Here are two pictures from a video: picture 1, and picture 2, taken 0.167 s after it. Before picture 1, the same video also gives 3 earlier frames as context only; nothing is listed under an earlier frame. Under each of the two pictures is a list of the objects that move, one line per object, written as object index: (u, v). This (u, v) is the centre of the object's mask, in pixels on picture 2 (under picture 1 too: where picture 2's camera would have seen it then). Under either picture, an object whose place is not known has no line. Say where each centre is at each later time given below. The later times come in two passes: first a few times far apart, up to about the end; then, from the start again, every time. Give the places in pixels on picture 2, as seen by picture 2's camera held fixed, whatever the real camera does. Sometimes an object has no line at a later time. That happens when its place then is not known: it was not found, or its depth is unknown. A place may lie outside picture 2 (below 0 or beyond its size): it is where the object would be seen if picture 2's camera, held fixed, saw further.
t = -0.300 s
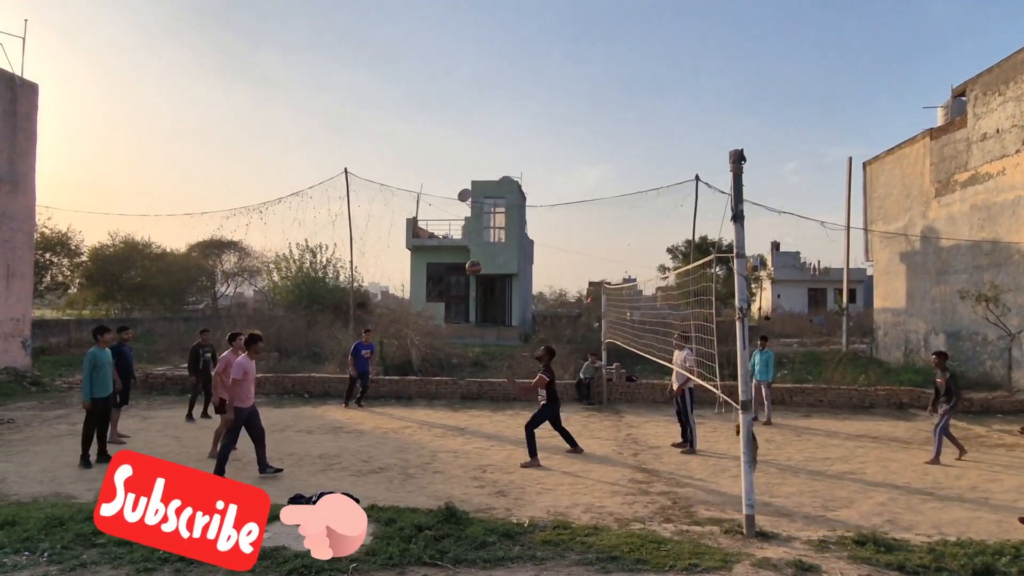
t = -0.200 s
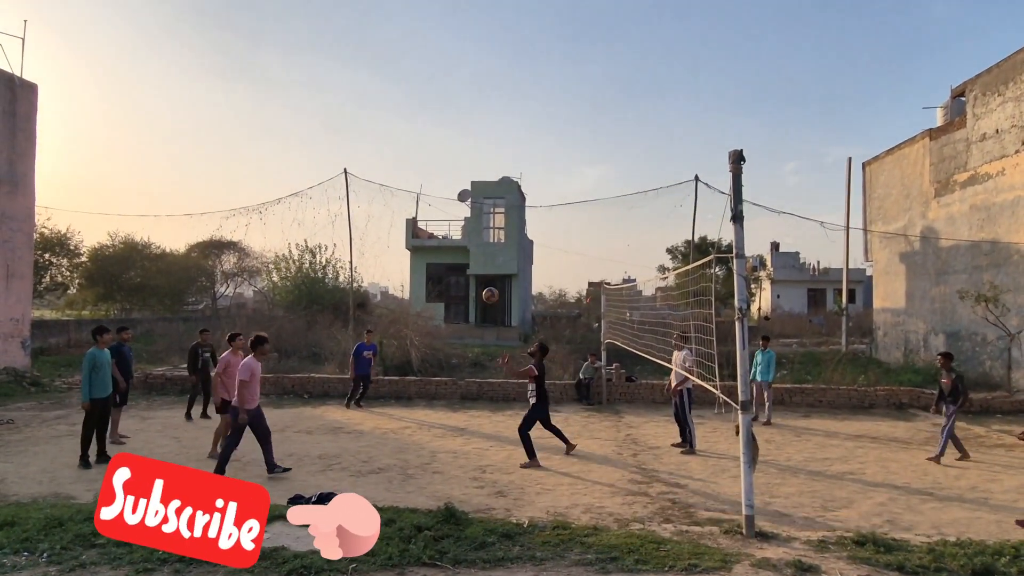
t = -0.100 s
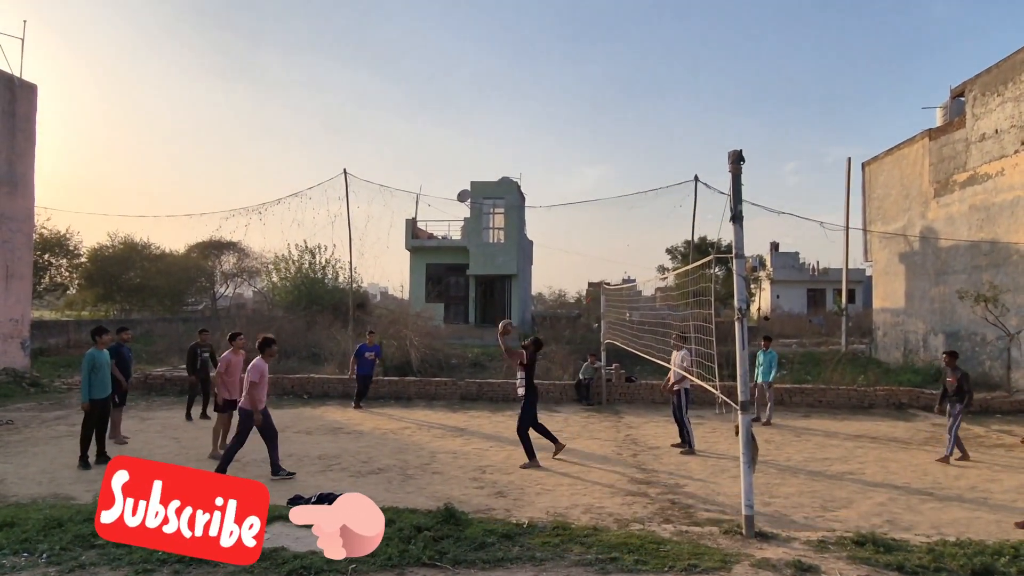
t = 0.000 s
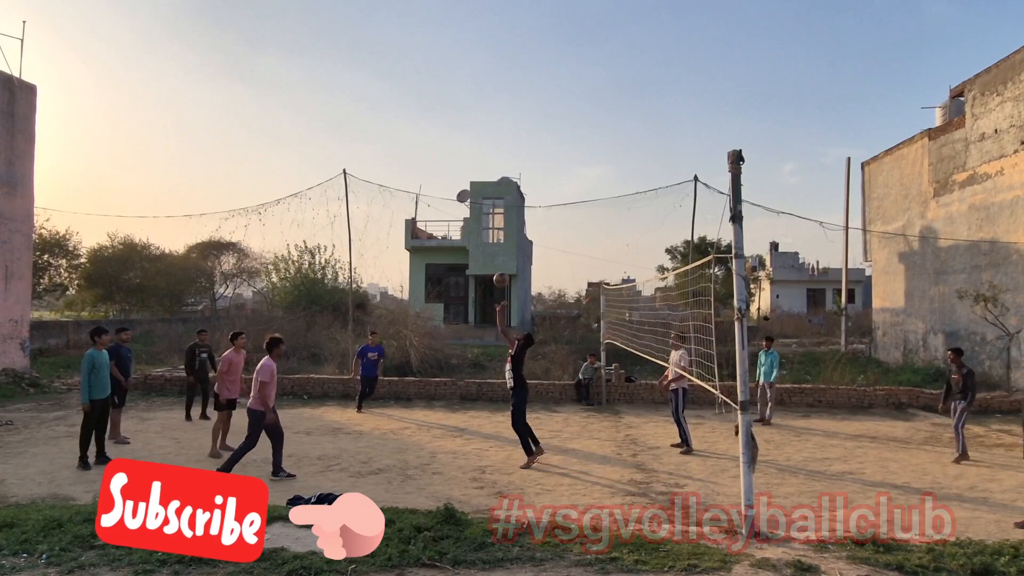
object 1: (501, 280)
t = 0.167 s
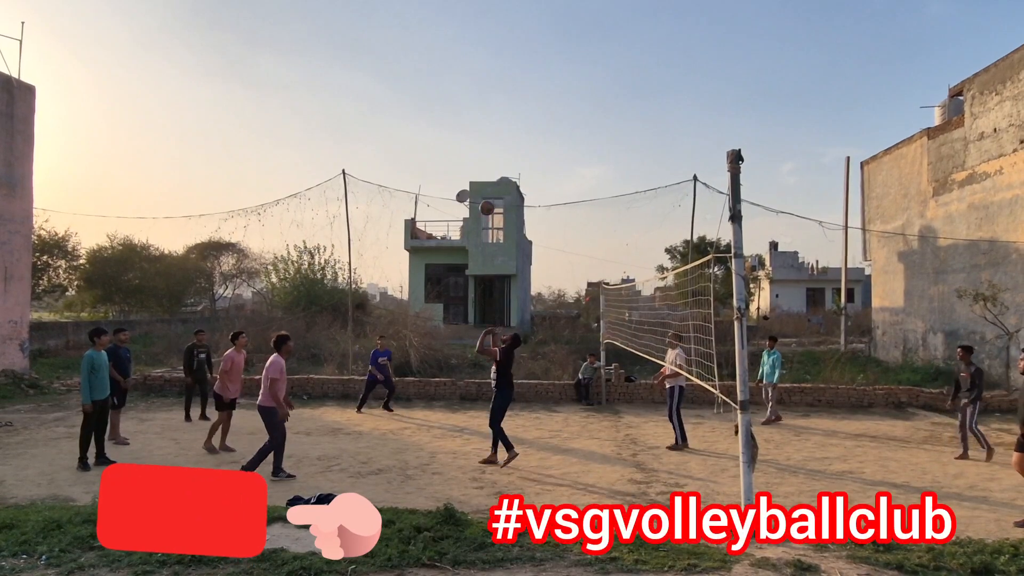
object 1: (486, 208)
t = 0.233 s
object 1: (481, 185)
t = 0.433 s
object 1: (464, 138)
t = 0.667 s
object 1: (443, 120)
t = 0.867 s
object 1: (428, 133)
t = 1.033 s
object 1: (413, 168)
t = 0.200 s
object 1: (484, 196)
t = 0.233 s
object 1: (481, 185)
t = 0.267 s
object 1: (478, 175)
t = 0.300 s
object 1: (475, 166)
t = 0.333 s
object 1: (472, 158)
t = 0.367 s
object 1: (469, 151)
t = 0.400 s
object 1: (467, 144)
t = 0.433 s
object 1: (464, 138)
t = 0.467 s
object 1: (460, 131)
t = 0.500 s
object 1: (457, 127)
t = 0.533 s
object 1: (454, 124)
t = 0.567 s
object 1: (453, 123)
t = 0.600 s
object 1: (448, 120)
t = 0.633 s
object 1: (447, 120)
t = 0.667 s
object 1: (443, 120)
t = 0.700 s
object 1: (442, 120)
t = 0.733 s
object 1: (439, 121)
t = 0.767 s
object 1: (436, 123)
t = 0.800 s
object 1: (434, 125)
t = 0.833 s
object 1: (431, 129)
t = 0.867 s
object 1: (428, 133)
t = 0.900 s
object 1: (425, 138)
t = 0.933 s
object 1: (423, 143)
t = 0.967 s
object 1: (420, 149)
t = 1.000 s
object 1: (417, 156)
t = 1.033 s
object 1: (413, 168)
